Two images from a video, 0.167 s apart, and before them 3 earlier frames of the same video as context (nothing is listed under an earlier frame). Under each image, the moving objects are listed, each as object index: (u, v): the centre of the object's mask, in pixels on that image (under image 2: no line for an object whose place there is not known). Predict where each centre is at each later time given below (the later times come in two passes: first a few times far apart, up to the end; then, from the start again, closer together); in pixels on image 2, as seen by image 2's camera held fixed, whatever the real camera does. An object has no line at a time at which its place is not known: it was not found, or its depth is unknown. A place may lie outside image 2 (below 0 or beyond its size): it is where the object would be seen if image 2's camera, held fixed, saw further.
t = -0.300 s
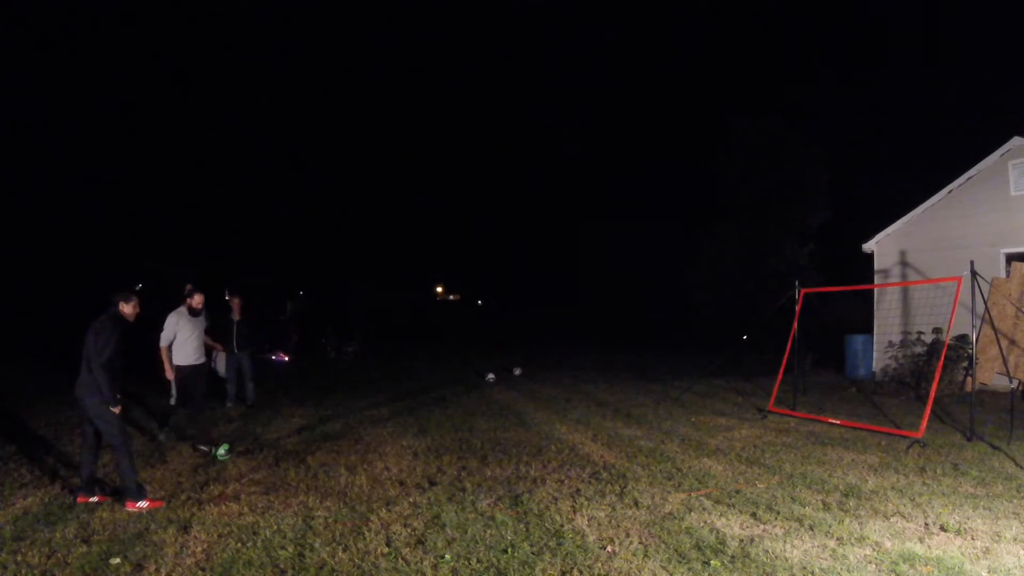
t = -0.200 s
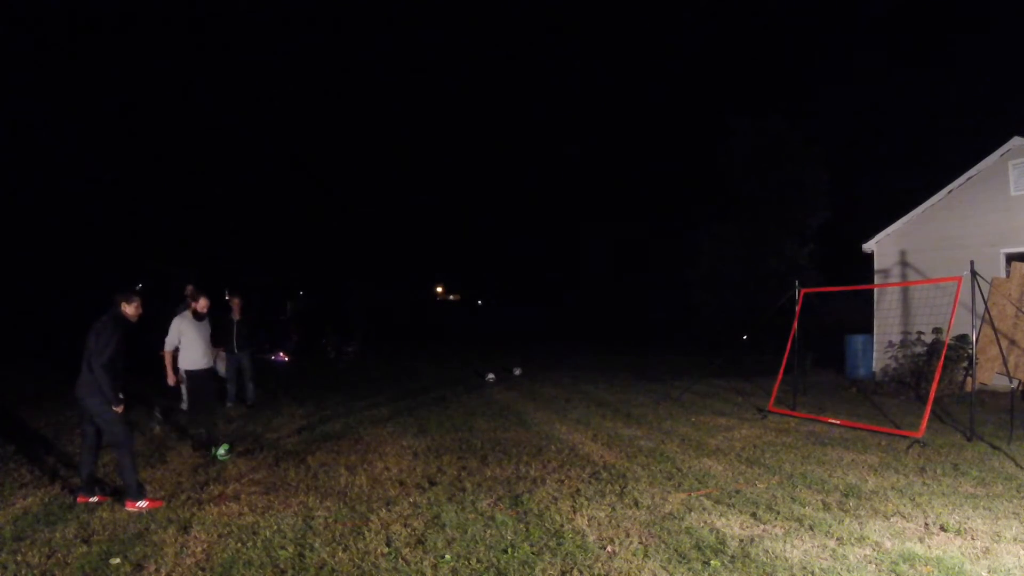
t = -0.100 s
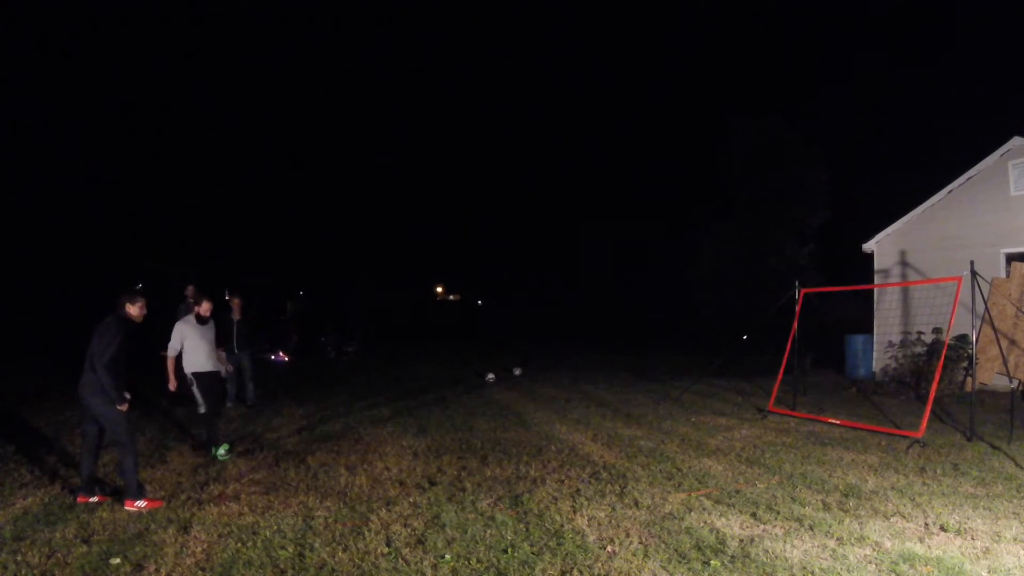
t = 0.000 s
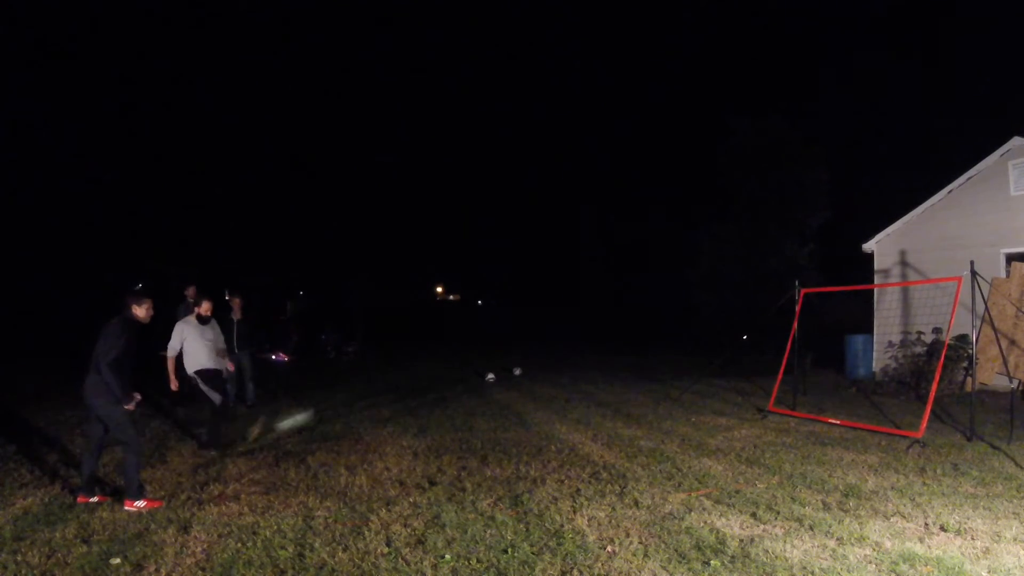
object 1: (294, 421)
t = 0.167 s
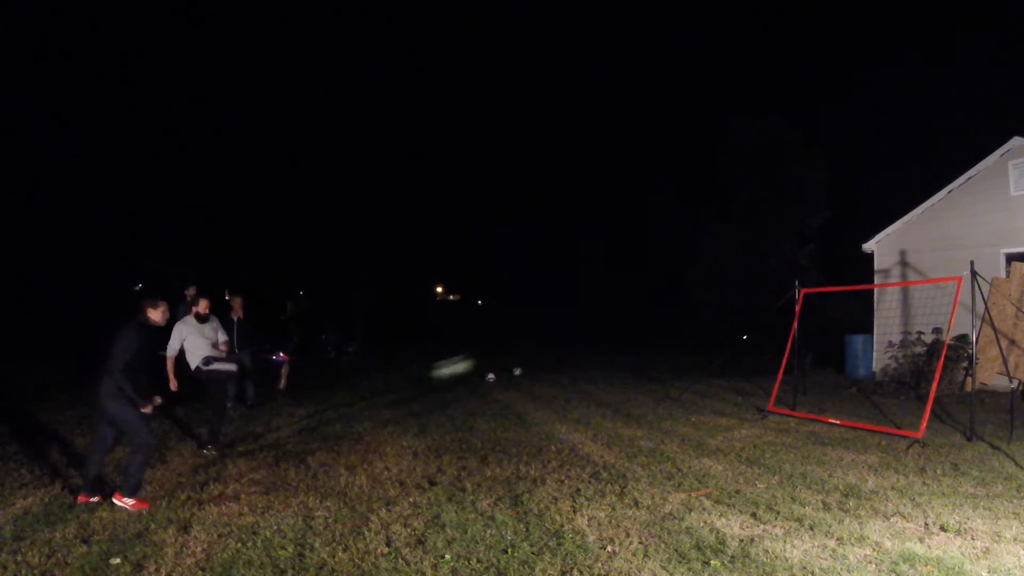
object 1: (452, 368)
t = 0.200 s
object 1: (485, 360)
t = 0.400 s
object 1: (671, 333)
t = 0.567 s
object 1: (805, 338)
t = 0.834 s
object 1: (902, 366)
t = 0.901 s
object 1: (876, 360)
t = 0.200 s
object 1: (485, 360)
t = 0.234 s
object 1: (517, 353)
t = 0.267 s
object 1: (549, 347)
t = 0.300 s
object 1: (581, 342)
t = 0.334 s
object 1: (612, 338)
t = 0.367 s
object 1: (642, 335)
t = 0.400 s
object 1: (671, 333)
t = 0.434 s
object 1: (700, 332)
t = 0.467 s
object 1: (727, 332)
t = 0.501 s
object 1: (754, 333)
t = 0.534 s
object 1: (778, 335)
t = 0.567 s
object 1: (805, 338)
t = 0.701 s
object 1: (890, 359)
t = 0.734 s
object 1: (906, 364)
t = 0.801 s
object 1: (909, 367)
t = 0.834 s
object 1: (902, 366)
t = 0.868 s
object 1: (889, 364)
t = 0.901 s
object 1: (876, 360)
